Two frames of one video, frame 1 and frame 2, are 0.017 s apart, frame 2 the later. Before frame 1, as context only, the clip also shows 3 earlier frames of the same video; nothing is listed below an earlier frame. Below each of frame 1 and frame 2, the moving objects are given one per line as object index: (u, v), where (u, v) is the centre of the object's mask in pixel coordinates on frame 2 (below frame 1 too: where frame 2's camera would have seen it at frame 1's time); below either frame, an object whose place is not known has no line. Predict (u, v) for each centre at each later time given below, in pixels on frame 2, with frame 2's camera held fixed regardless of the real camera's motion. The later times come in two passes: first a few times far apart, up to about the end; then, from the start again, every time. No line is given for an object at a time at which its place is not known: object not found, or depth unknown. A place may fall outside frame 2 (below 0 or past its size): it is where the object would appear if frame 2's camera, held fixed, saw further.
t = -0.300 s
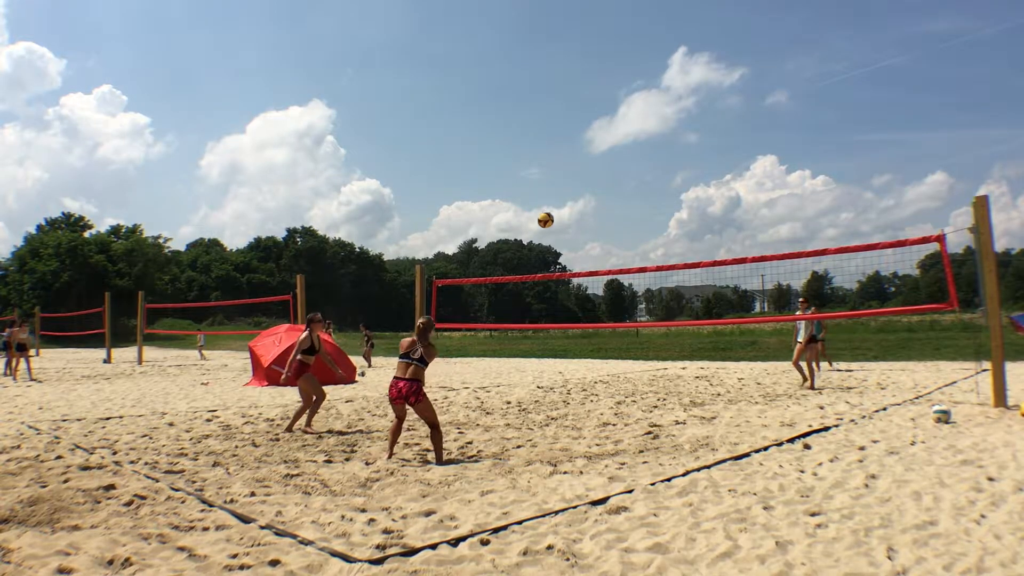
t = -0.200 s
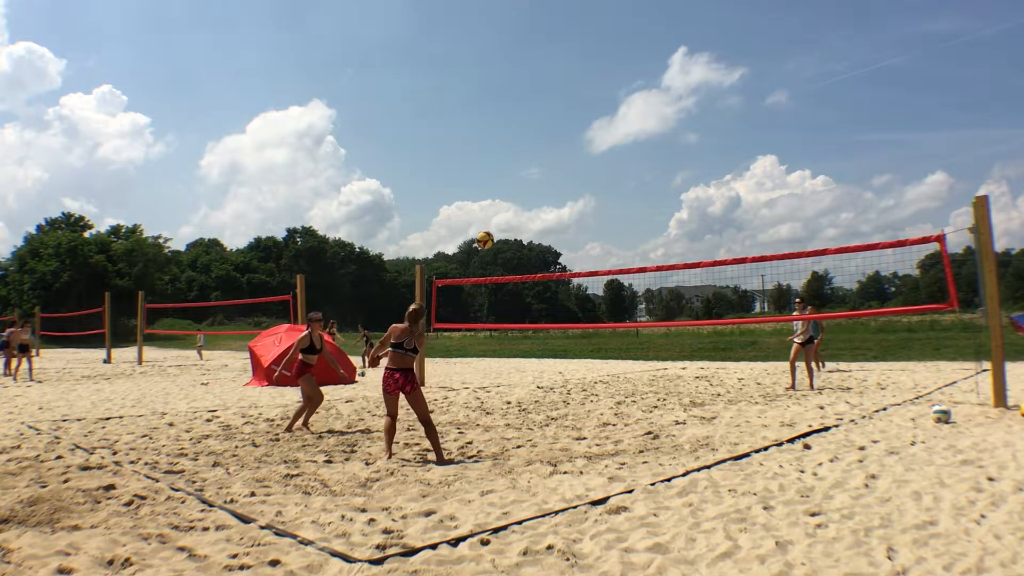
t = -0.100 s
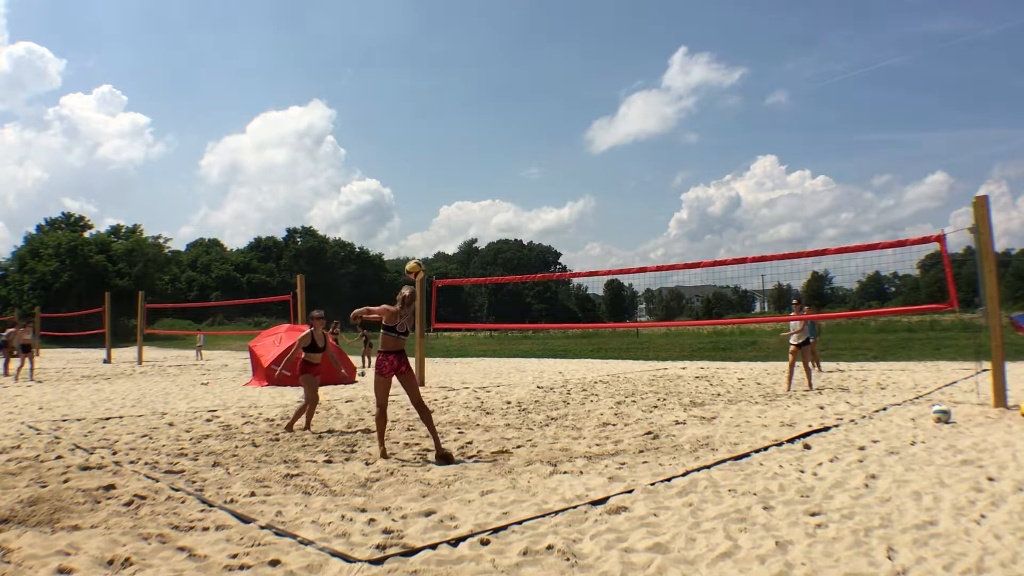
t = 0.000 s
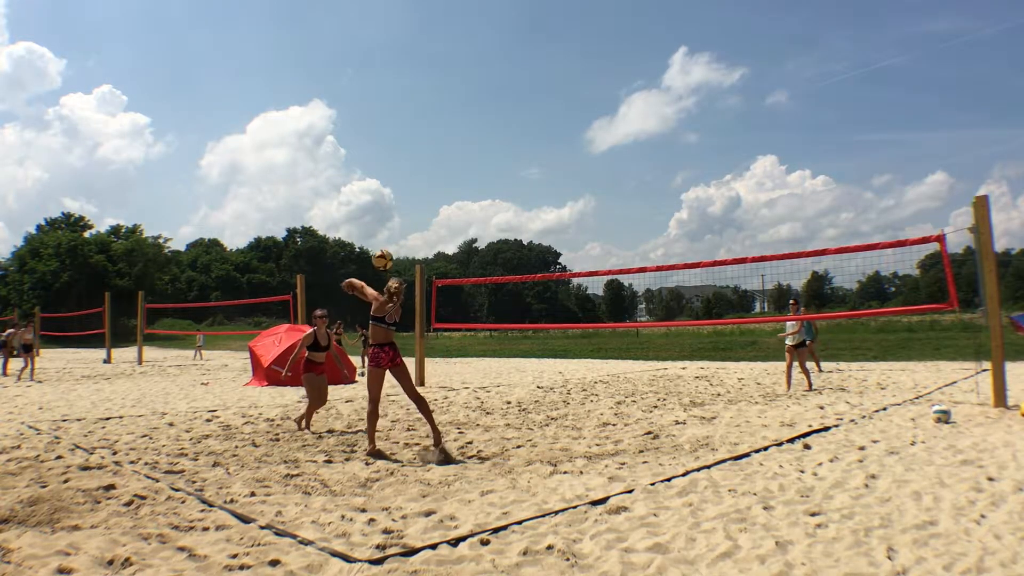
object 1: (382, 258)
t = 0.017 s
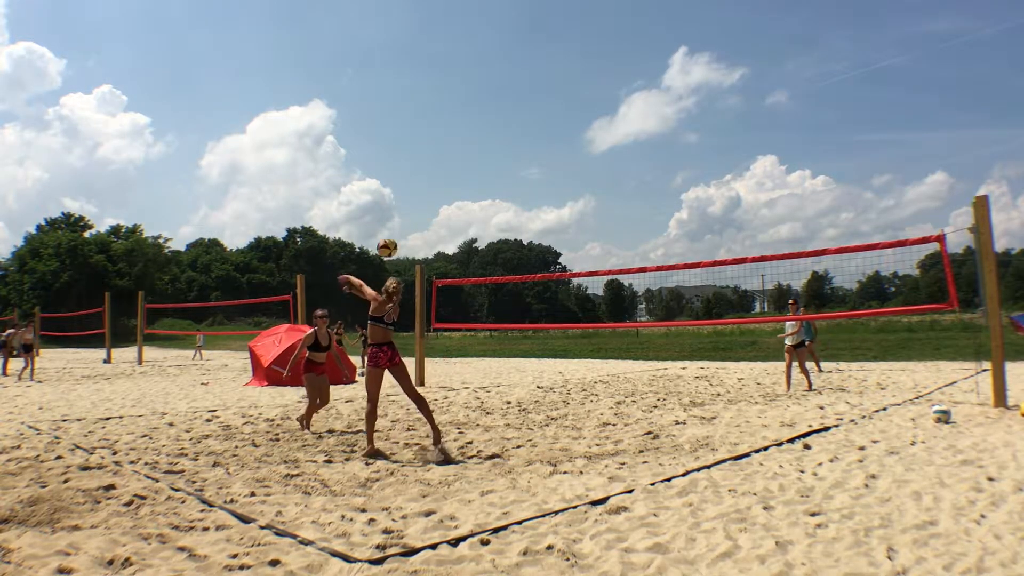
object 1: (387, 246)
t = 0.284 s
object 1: (448, 107)
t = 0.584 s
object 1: (505, 46)
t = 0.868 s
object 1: (552, 53)
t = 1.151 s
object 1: (593, 113)
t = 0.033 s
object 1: (391, 234)
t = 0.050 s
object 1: (395, 223)
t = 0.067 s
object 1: (399, 213)
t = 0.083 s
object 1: (403, 203)
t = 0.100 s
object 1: (407, 193)
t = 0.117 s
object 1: (411, 183)
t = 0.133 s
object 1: (415, 174)
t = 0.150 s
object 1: (419, 165)
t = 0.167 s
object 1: (423, 157)
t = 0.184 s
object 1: (427, 149)
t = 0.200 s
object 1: (431, 141)
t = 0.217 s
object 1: (434, 134)
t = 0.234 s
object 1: (438, 127)
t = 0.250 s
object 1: (441, 120)
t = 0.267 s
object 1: (445, 113)
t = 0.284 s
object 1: (448, 107)
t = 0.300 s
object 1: (452, 101)
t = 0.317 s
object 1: (455, 96)
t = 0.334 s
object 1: (458, 91)
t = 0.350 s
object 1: (462, 86)
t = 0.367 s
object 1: (465, 81)
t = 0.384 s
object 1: (468, 77)
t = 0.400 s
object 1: (472, 73)
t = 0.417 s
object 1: (474, 69)
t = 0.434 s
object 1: (478, 66)
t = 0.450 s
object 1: (481, 63)
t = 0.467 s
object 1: (484, 60)
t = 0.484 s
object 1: (487, 57)
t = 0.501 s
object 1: (490, 54)
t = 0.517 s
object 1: (493, 52)
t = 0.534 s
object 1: (496, 50)
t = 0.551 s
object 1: (499, 49)
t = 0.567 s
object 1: (502, 47)
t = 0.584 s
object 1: (505, 46)
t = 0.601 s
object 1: (508, 44)
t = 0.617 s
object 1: (511, 43)
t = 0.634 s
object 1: (514, 42)
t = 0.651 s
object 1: (517, 42)
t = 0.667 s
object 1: (519, 41)
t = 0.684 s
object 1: (522, 41)
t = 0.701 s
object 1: (525, 42)
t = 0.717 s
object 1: (528, 42)
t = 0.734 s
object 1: (530, 42)
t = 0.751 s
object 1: (533, 43)
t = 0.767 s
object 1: (536, 44)
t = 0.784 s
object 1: (538, 45)
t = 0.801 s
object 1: (541, 46)
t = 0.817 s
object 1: (544, 47)
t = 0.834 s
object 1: (546, 49)
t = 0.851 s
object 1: (549, 51)
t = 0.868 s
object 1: (552, 53)
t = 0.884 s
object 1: (554, 55)
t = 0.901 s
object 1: (557, 58)
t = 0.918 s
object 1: (559, 60)
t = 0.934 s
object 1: (562, 62)
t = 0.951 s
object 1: (564, 65)
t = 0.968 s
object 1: (567, 68)
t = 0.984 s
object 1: (569, 72)
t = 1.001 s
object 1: (572, 75)
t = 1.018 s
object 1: (574, 79)
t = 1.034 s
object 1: (577, 82)
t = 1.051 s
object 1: (579, 86)
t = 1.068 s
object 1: (582, 90)
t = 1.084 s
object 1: (584, 95)
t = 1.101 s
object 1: (586, 99)
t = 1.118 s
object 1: (589, 104)
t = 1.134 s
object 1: (591, 108)
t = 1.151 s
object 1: (593, 113)
